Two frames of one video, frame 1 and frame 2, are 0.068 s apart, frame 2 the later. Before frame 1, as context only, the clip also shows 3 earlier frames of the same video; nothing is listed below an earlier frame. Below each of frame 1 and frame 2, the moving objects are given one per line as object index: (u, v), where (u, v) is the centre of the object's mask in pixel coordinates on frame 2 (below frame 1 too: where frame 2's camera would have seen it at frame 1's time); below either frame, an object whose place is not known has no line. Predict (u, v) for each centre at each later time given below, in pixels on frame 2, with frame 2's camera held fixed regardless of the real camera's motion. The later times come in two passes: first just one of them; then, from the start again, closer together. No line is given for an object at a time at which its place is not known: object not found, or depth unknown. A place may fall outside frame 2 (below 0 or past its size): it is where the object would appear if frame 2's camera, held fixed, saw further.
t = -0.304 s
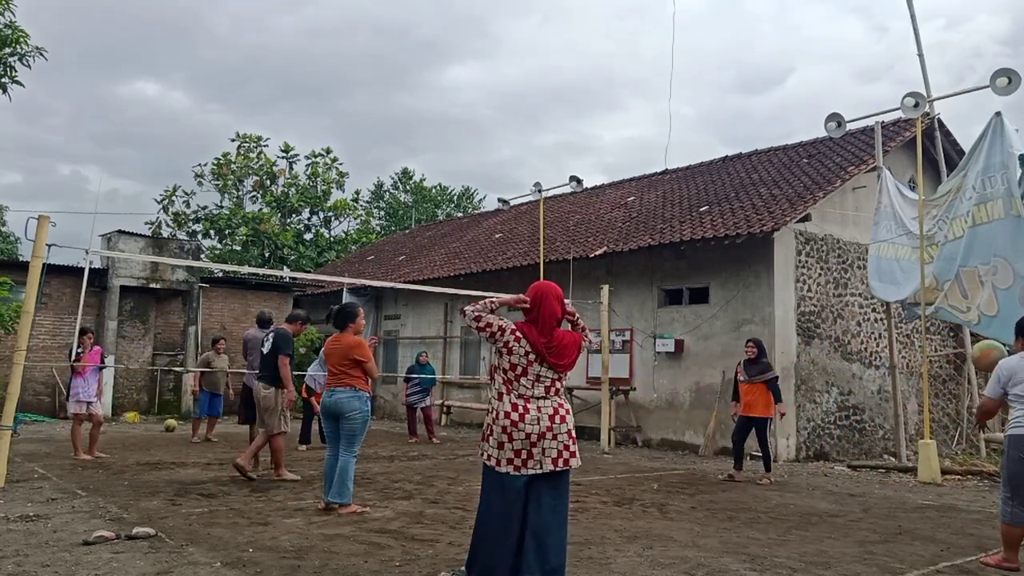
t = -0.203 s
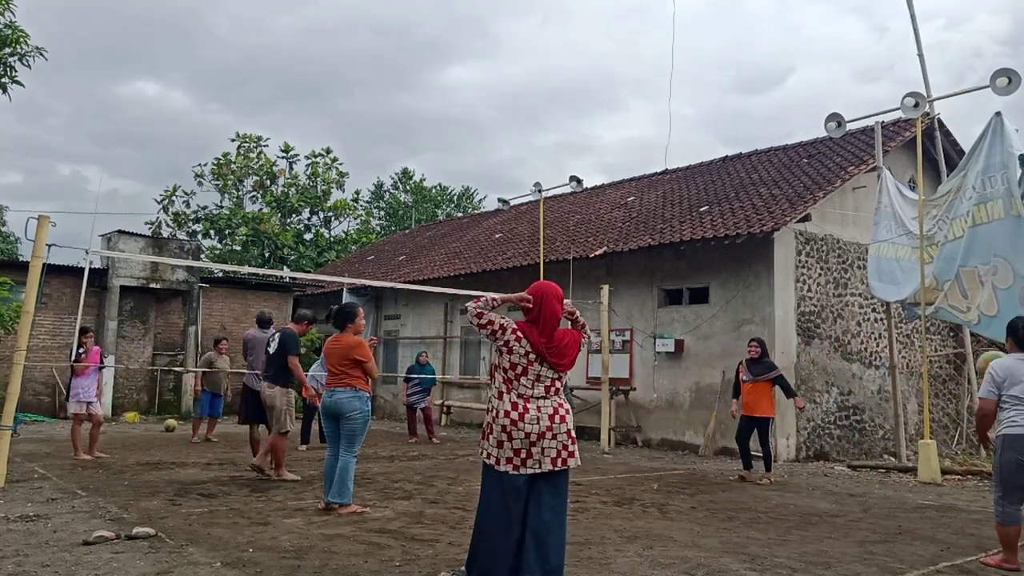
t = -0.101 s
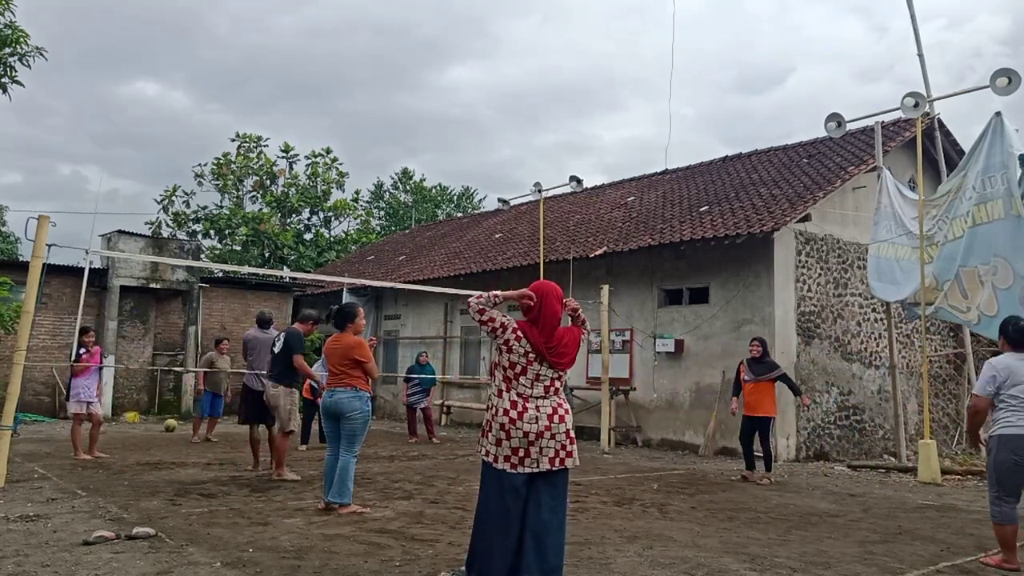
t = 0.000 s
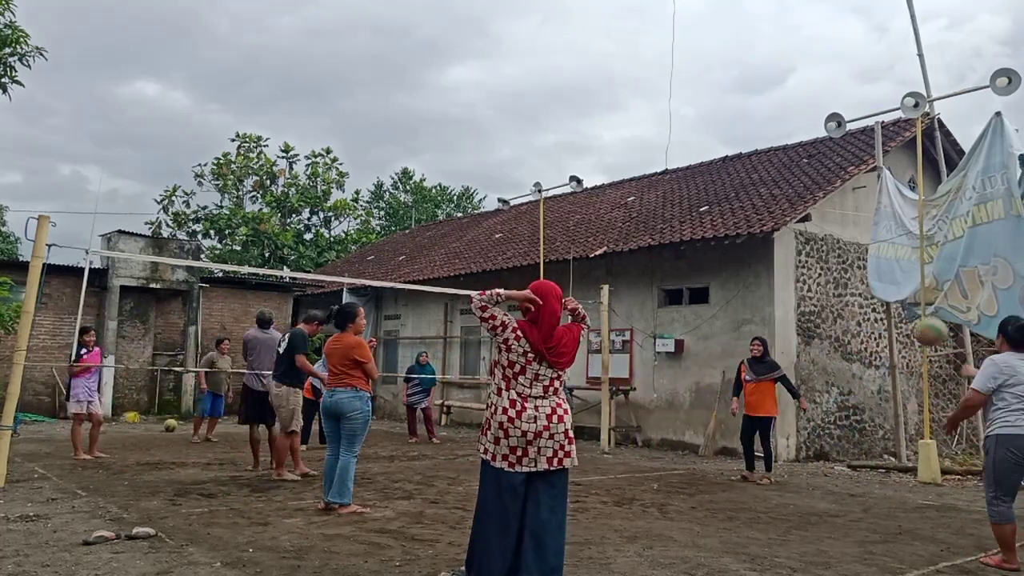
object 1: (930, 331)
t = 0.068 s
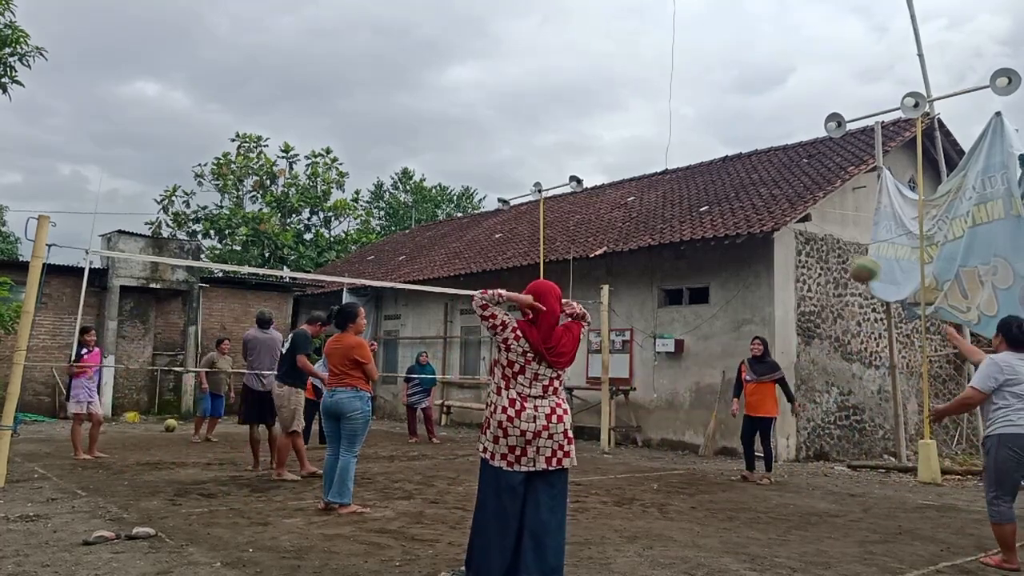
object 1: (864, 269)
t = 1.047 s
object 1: (416, 199)
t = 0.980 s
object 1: (432, 180)
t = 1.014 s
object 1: (424, 189)
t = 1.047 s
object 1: (416, 199)
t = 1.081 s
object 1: (408, 210)
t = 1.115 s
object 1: (401, 220)
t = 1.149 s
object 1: (392, 231)
